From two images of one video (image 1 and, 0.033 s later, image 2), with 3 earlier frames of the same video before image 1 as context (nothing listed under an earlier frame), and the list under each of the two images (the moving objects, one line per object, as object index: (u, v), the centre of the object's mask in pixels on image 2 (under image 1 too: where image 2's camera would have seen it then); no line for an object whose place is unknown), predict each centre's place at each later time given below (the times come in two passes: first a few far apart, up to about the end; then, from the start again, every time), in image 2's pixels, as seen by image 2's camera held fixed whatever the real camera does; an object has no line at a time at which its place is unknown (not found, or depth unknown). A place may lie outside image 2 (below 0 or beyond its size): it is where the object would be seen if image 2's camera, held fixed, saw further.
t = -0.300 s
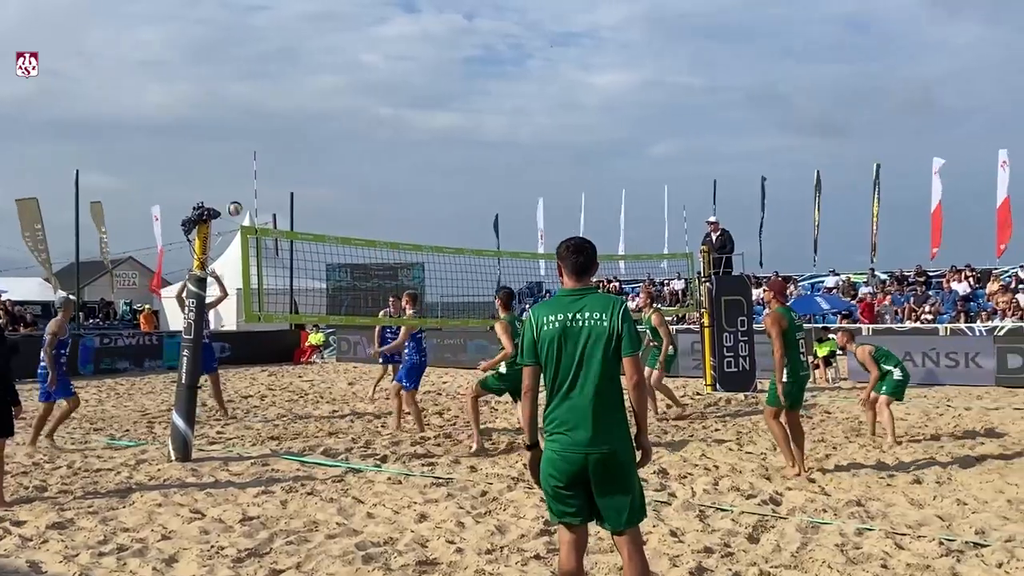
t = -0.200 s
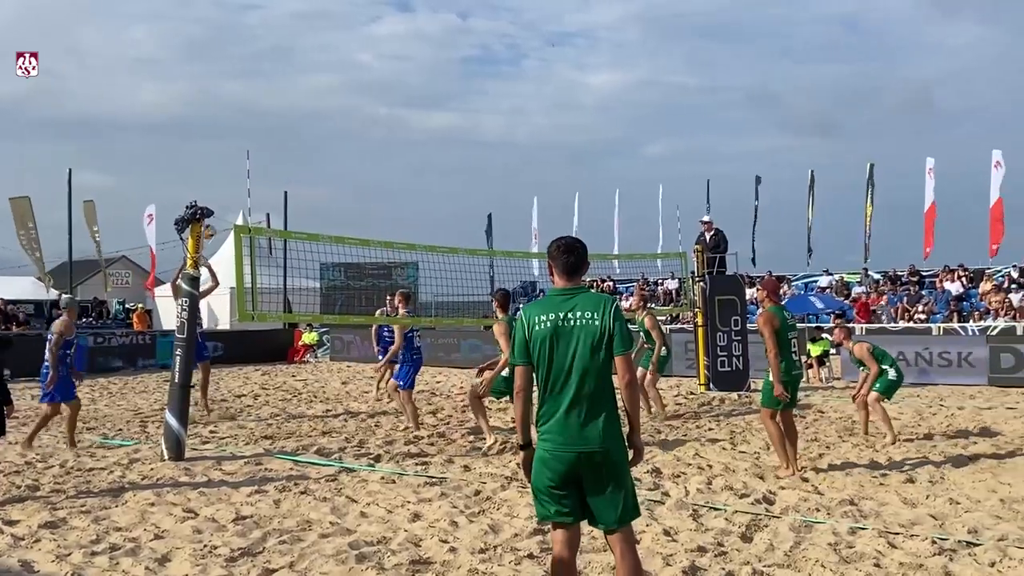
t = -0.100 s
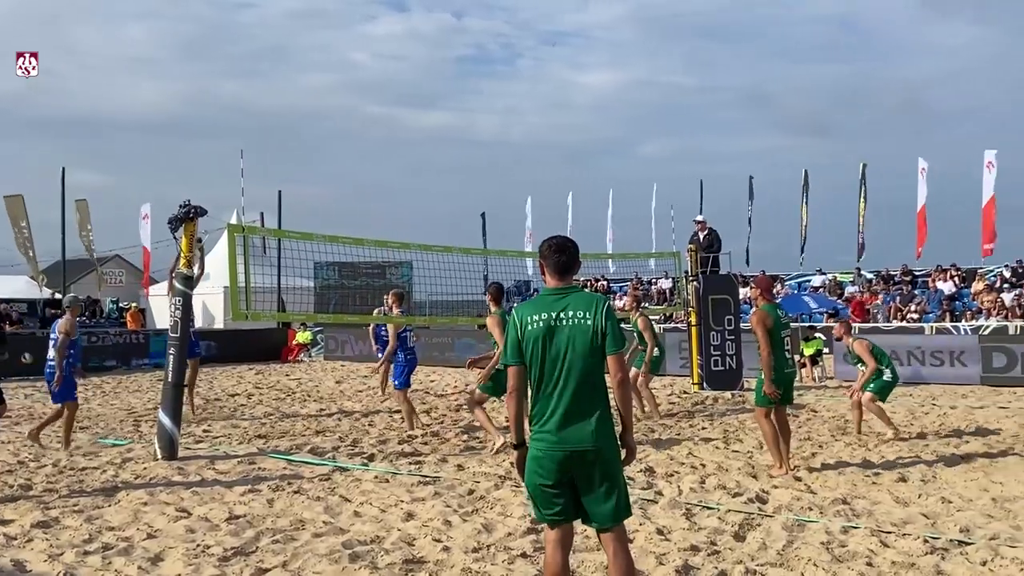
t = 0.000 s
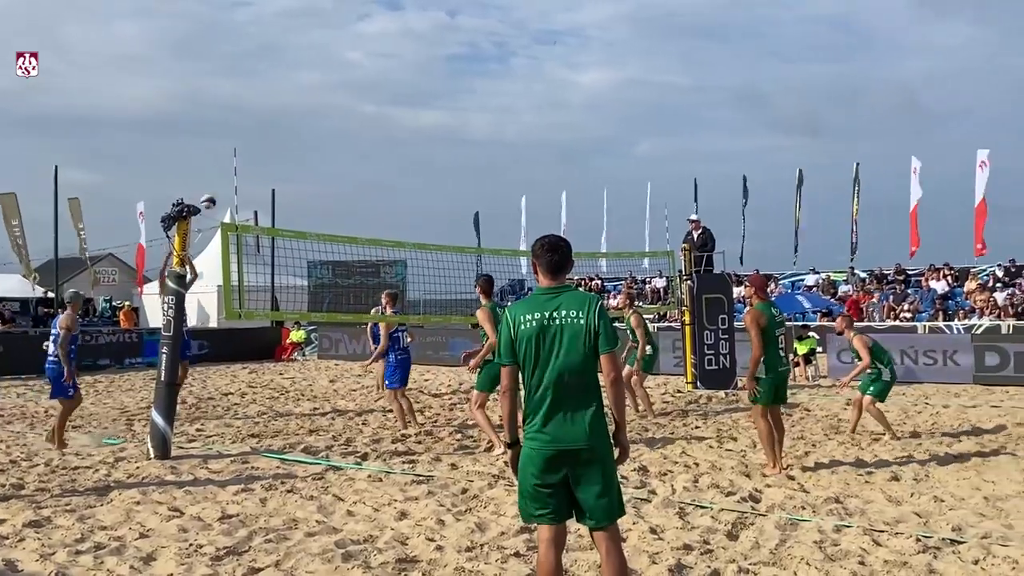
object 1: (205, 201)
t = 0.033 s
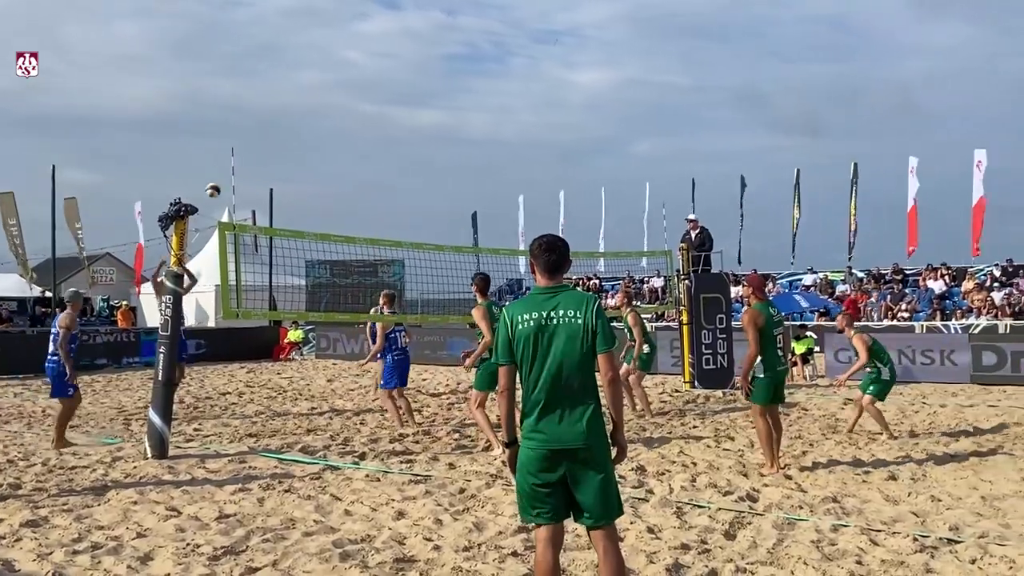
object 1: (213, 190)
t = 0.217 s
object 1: (251, 143)
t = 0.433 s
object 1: (296, 116)
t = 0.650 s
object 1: (341, 122)
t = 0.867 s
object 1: (386, 161)
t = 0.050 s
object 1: (216, 185)
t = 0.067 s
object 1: (219, 180)
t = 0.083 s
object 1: (223, 175)
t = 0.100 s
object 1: (226, 170)
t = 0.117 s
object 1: (229, 165)
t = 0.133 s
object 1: (233, 161)
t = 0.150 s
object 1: (237, 157)
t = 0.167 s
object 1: (241, 153)
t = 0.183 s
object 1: (244, 150)
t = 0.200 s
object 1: (247, 146)
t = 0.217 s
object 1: (251, 143)
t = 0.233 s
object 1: (254, 139)
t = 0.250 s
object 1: (258, 136)
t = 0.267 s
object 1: (261, 133)
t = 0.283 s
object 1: (264, 131)
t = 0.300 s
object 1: (268, 128)
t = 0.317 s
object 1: (271, 126)
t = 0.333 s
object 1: (275, 124)
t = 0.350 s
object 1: (278, 122)
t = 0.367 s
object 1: (282, 121)
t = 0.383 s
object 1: (286, 119)
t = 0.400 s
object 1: (289, 118)
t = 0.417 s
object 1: (293, 117)
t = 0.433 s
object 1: (296, 116)
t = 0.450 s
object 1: (300, 116)
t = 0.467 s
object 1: (303, 115)
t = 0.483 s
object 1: (307, 114)
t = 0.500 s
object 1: (310, 114)
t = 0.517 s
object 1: (313, 115)
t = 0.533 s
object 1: (317, 115)
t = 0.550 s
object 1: (320, 115)
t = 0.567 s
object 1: (324, 116)
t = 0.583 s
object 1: (327, 117)
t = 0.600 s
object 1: (331, 118)
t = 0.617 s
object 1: (334, 119)
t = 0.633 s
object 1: (337, 121)
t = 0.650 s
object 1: (341, 122)
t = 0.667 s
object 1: (344, 124)
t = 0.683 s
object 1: (348, 126)
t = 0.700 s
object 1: (351, 128)
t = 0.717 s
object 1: (354, 131)
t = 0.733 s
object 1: (358, 133)
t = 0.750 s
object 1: (362, 136)
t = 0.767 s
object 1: (365, 139)
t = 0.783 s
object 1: (369, 142)
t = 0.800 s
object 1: (372, 145)
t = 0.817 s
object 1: (375, 149)
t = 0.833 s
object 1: (379, 153)
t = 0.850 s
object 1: (382, 157)
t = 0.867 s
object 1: (386, 161)
